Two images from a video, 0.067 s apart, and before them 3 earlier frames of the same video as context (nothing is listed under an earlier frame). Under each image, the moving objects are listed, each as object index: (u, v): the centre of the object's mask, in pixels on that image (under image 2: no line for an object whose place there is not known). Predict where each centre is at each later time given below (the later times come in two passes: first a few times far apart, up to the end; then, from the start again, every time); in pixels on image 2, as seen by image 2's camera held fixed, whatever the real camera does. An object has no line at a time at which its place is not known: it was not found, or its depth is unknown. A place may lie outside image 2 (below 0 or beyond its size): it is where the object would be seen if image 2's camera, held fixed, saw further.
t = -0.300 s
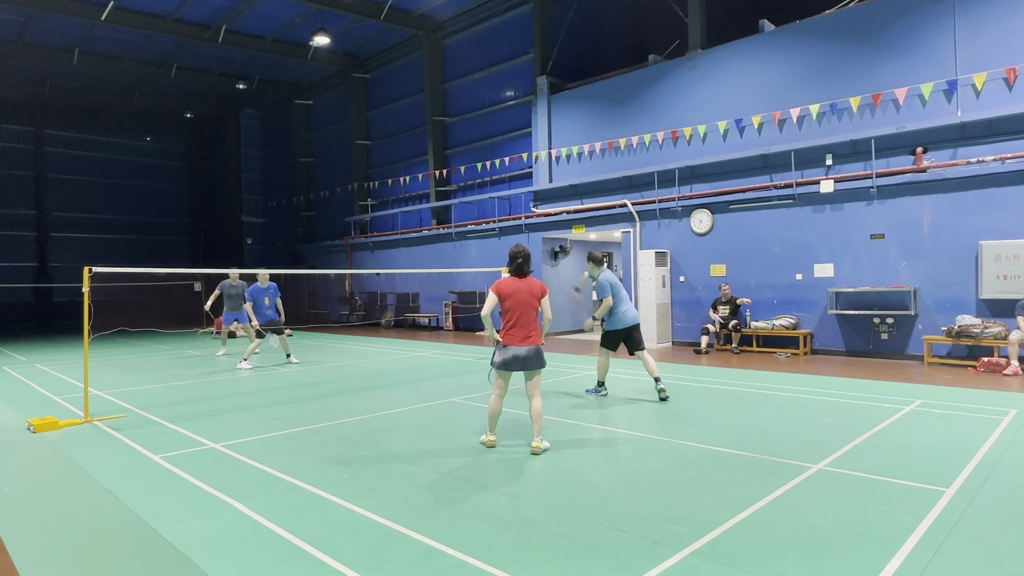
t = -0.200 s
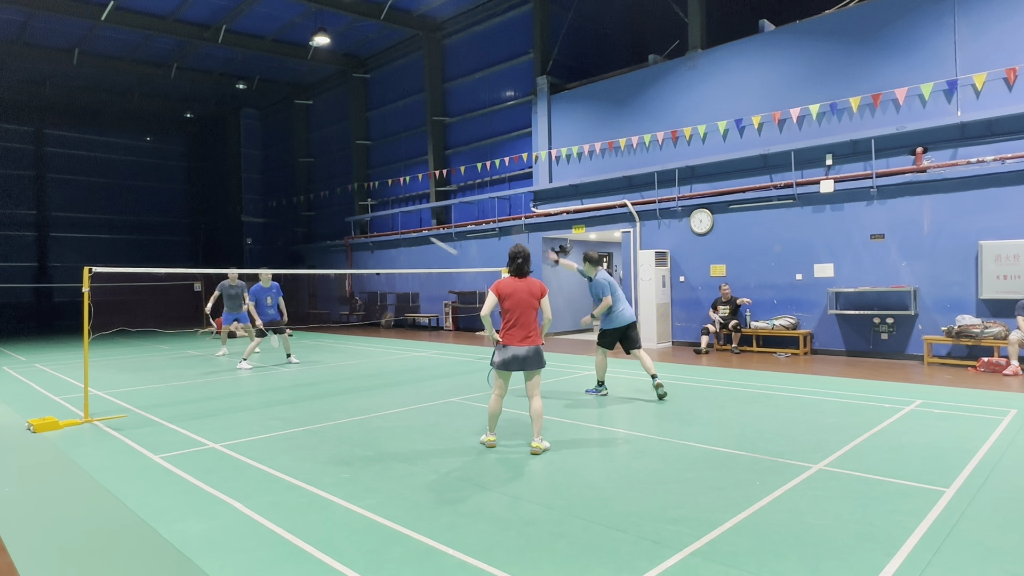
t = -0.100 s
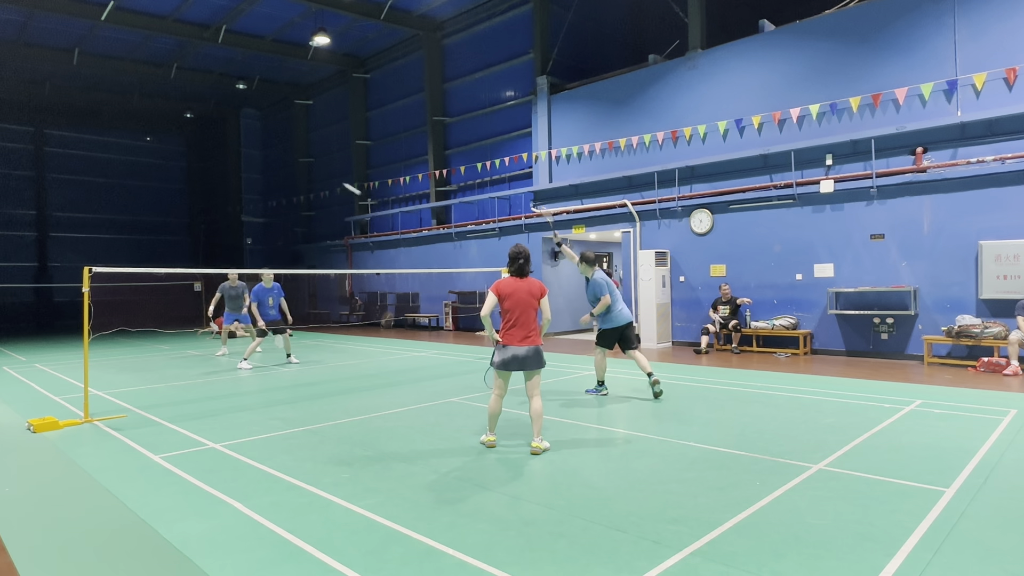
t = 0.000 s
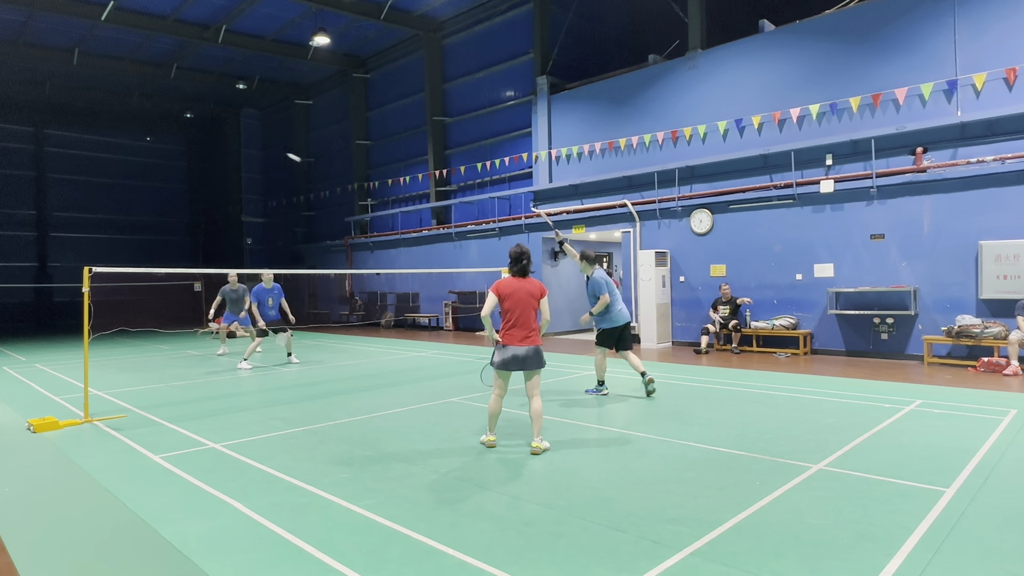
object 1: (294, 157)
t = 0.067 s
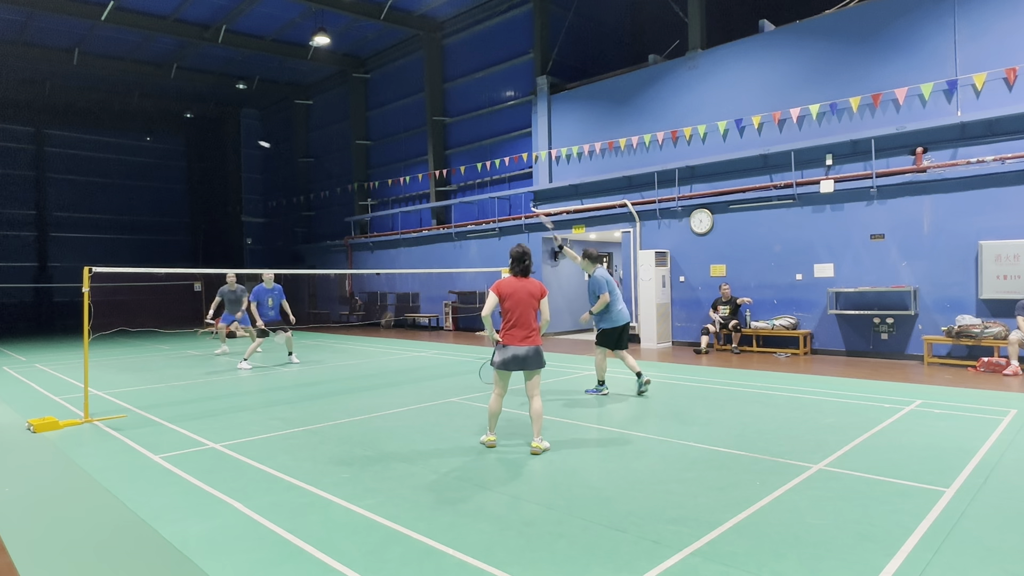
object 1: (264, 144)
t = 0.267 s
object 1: (201, 130)
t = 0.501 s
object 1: (152, 142)
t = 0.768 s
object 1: (116, 187)
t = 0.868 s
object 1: (106, 209)
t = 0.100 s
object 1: (252, 139)
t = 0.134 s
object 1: (239, 135)
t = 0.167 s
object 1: (229, 133)
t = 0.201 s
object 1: (219, 131)
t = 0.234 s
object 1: (210, 130)
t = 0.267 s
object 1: (201, 130)
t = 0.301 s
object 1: (193, 130)
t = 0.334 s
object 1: (185, 131)
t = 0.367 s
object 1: (178, 132)
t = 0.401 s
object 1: (171, 134)
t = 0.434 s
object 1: (164, 137)
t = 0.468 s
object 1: (157, 140)
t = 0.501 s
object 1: (152, 142)
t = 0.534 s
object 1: (147, 147)
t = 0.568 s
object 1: (142, 152)
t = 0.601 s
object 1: (137, 157)
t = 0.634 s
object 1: (132, 163)
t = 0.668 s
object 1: (128, 168)
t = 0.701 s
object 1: (123, 174)
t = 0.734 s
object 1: (119, 181)
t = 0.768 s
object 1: (116, 187)
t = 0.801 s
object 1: (112, 194)
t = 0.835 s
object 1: (109, 202)
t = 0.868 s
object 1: (106, 209)
